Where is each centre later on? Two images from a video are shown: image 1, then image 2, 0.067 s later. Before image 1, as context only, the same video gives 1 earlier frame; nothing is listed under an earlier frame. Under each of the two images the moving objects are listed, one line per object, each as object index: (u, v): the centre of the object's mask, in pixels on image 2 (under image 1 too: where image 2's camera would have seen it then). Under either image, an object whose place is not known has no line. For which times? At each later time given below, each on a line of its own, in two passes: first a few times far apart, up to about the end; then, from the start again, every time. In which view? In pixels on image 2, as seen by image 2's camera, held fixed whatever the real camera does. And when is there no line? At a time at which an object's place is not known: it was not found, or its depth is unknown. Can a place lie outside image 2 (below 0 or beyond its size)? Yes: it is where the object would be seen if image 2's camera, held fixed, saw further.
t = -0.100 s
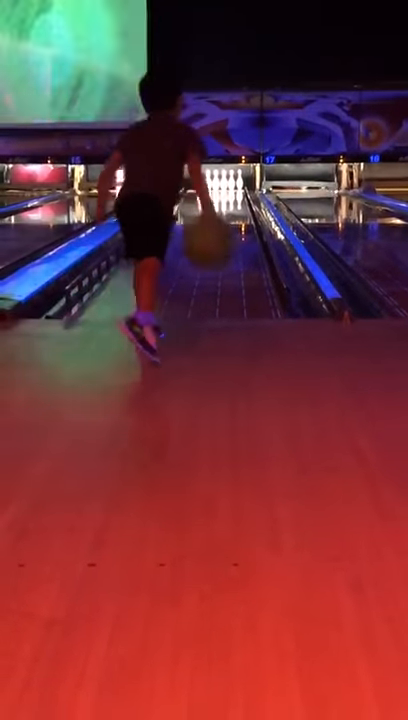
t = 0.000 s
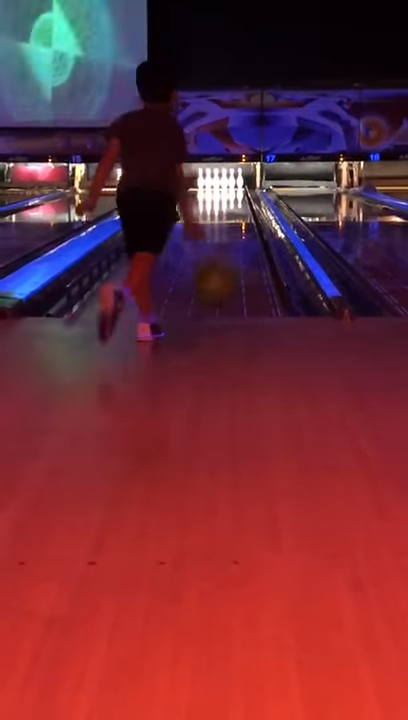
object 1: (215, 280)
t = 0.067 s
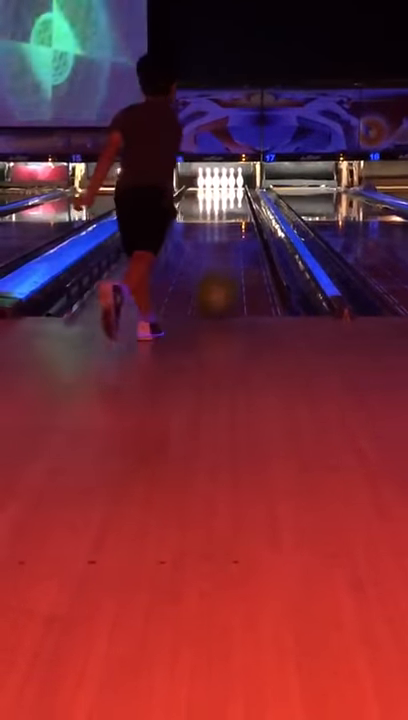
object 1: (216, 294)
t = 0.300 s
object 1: (216, 276)
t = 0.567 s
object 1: (216, 254)
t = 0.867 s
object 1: (216, 239)
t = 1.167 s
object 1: (214, 227)
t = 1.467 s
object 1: (213, 218)
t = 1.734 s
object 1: (212, 212)
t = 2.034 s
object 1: (210, 206)
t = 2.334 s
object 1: (206, 202)
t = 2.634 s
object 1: (202, 197)
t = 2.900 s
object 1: (200, 195)
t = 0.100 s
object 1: (216, 290)
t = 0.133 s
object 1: (217, 286)
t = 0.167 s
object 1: (217, 286)
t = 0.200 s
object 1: (216, 285)
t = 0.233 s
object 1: (216, 280)
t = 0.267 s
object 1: (216, 278)
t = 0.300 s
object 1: (216, 276)
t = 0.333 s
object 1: (217, 274)
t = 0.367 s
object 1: (216, 271)
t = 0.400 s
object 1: (216, 266)
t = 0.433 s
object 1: (216, 263)
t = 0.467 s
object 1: (216, 260)
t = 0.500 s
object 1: (216, 258)
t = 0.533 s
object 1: (216, 256)
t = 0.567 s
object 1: (216, 254)
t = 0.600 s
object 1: (216, 252)
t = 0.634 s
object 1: (216, 250)
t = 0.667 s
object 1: (216, 249)
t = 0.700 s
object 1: (216, 247)
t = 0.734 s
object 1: (216, 245)
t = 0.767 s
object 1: (216, 244)
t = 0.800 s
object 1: (216, 242)
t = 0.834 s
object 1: (216, 240)
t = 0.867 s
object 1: (216, 239)
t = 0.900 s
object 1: (215, 238)
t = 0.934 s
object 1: (215, 235)
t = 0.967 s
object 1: (215, 234)
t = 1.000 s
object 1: (215, 233)
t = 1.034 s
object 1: (215, 232)
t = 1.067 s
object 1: (214, 230)
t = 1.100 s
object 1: (214, 228)
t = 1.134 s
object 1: (214, 227)
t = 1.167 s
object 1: (214, 227)
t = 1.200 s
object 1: (214, 226)
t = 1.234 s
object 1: (214, 225)
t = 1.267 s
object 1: (214, 224)
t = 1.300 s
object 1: (214, 223)
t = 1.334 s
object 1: (214, 222)
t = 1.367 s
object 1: (214, 220)
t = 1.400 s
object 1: (214, 219)
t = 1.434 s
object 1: (214, 219)
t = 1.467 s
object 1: (213, 218)
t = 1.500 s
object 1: (213, 217)
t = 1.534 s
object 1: (213, 216)
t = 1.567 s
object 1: (213, 215)
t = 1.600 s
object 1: (213, 214)
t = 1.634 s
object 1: (213, 214)
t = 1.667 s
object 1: (213, 213)
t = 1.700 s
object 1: (212, 212)
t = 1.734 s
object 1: (212, 212)
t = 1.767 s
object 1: (212, 211)
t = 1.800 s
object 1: (212, 211)
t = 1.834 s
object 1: (212, 210)
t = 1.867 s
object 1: (212, 210)
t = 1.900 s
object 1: (212, 209)
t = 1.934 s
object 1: (211, 208)
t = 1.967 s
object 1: (211, 208)
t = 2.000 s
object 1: (211, 207)
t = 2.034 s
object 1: (210, 206)
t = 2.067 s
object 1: (210, 206)
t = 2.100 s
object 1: (210, 205)
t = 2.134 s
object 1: (209, 205)
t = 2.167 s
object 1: (209, 204)
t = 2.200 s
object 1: (208, 203)
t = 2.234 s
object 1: (208, 203)
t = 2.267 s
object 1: (207, 203)
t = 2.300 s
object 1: (207, 202)
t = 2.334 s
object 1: (206, 202)
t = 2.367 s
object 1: (206, 201)
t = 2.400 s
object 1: (205, 200)
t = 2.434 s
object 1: (205, 200)
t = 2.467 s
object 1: (204, 199)
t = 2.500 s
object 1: (204, 199)
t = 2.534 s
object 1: (204, 198)
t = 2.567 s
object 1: (203, 198)
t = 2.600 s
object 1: (203, 197)
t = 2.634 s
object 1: (202, 197)
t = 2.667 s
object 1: (202, 197)
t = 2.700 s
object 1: (202, 196)
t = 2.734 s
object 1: (201, 196)
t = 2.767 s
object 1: (201, 196)
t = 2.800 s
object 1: (201, 196)
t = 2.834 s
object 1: (201, 195)
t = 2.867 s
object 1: (200, 195)
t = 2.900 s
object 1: (200, 195)
